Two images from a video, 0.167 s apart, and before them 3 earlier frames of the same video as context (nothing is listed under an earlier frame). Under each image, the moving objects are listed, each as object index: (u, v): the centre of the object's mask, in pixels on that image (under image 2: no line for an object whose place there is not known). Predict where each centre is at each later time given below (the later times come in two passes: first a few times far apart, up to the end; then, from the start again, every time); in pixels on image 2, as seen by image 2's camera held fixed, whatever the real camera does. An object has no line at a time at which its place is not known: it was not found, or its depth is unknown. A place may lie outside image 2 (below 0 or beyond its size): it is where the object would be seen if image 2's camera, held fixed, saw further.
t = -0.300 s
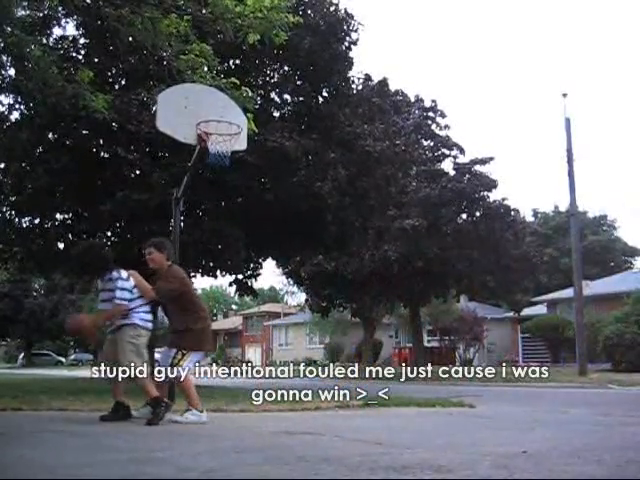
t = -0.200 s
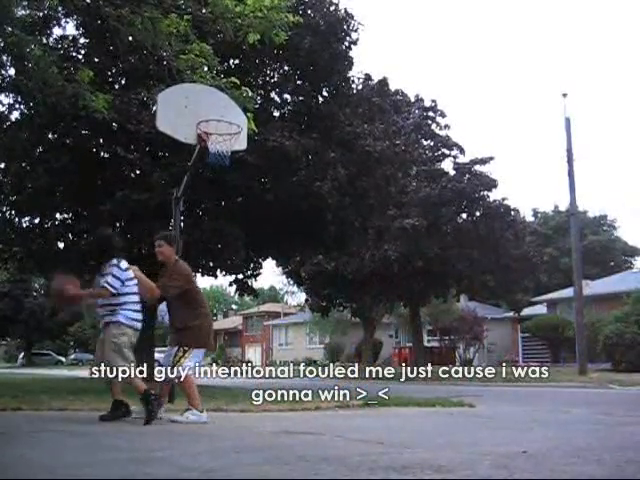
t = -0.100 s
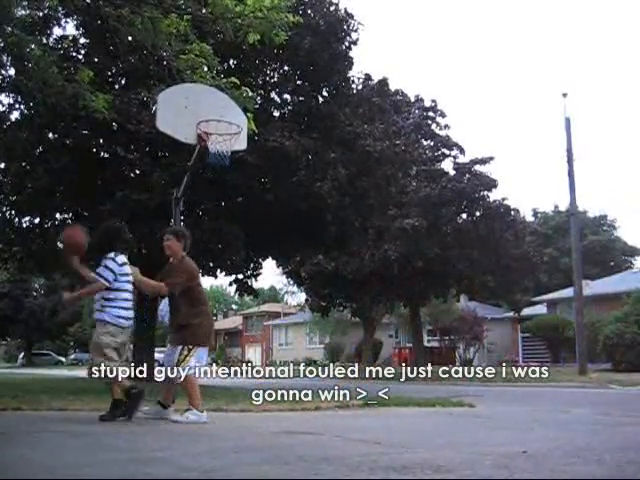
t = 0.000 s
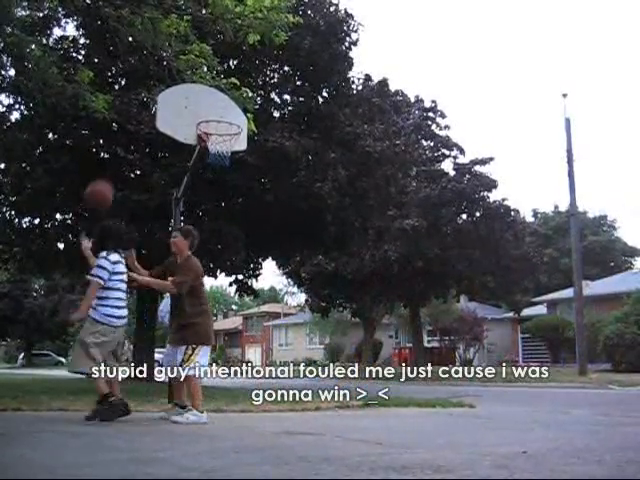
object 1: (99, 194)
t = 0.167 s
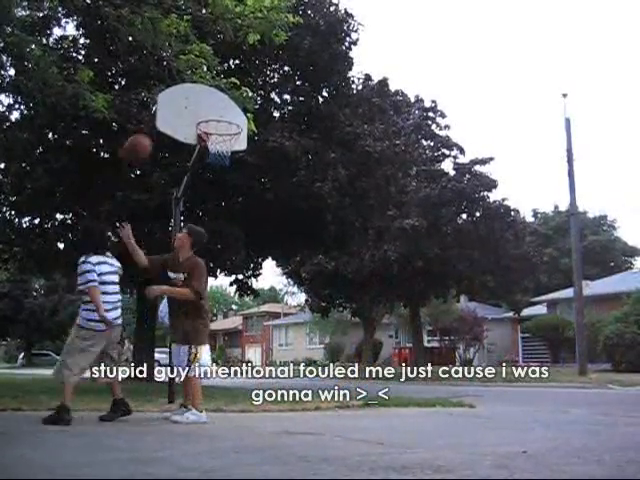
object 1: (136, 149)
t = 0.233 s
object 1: (151, 138)
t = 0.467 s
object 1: (194, 135)
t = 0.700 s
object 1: (225, 179)
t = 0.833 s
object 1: (241, 222)
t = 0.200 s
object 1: (145, 141)
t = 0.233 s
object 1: (151, 138)
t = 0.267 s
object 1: (157, 135)
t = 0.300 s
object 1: (164, 132)
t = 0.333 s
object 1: (170, 132)
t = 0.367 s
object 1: (177, 131)
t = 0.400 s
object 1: (182, 132)
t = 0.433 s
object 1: (188, 133)
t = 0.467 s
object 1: (194, 135)
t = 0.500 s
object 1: (198, 139)
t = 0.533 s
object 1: (204, 142)
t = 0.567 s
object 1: (206, 146)
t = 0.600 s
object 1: (212, 156)
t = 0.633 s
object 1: (216, 163)
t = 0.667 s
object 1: (221, 171)
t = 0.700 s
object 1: (225, 179)
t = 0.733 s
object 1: (230, 189)
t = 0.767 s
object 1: (233, 199)
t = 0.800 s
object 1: (237, 208)
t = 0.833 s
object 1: (241, 222)
